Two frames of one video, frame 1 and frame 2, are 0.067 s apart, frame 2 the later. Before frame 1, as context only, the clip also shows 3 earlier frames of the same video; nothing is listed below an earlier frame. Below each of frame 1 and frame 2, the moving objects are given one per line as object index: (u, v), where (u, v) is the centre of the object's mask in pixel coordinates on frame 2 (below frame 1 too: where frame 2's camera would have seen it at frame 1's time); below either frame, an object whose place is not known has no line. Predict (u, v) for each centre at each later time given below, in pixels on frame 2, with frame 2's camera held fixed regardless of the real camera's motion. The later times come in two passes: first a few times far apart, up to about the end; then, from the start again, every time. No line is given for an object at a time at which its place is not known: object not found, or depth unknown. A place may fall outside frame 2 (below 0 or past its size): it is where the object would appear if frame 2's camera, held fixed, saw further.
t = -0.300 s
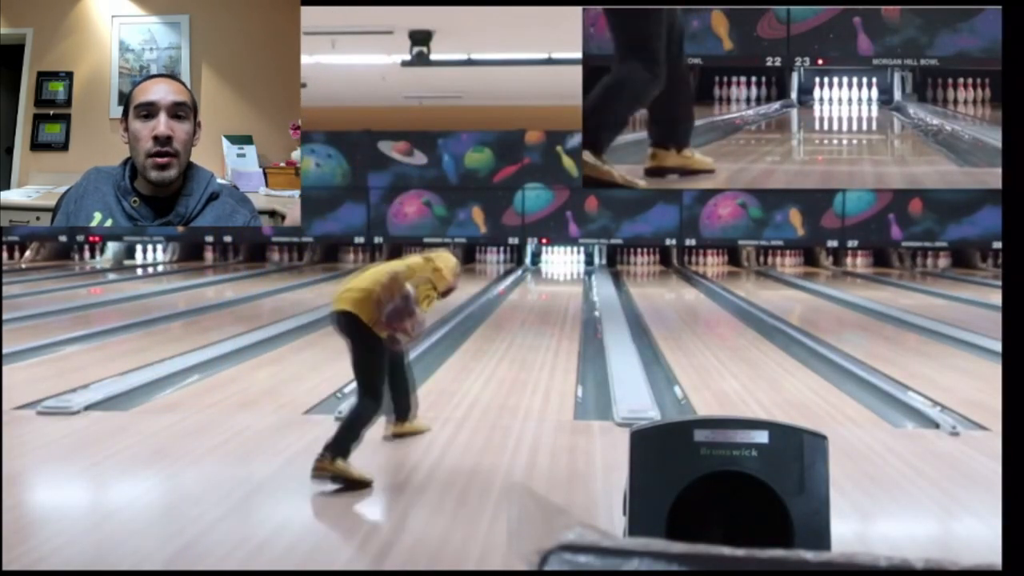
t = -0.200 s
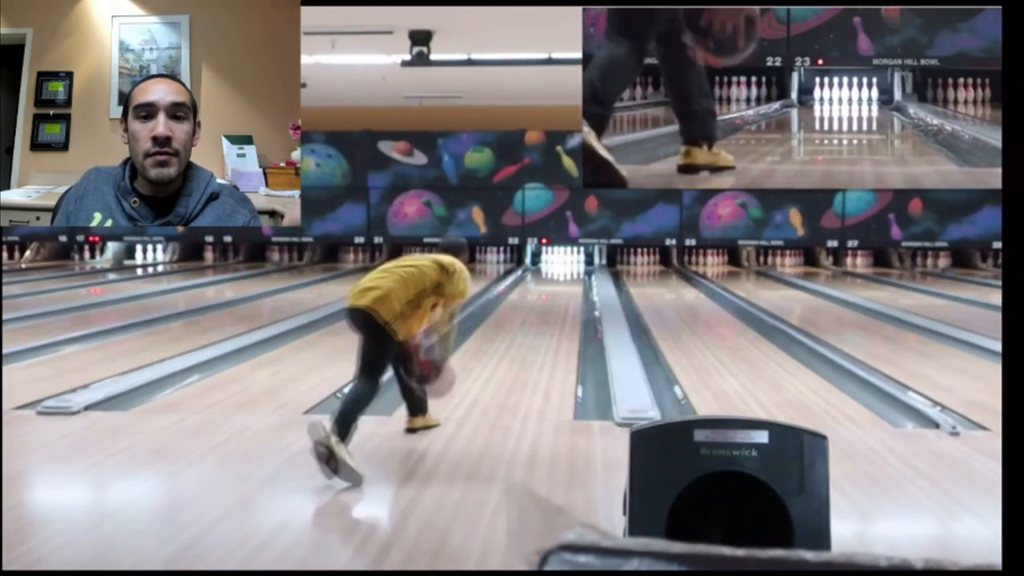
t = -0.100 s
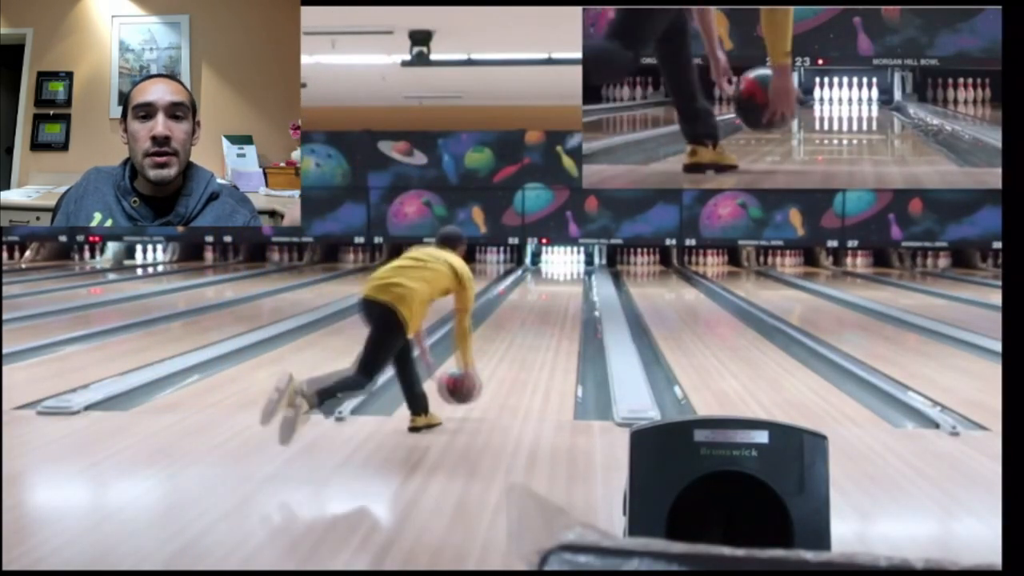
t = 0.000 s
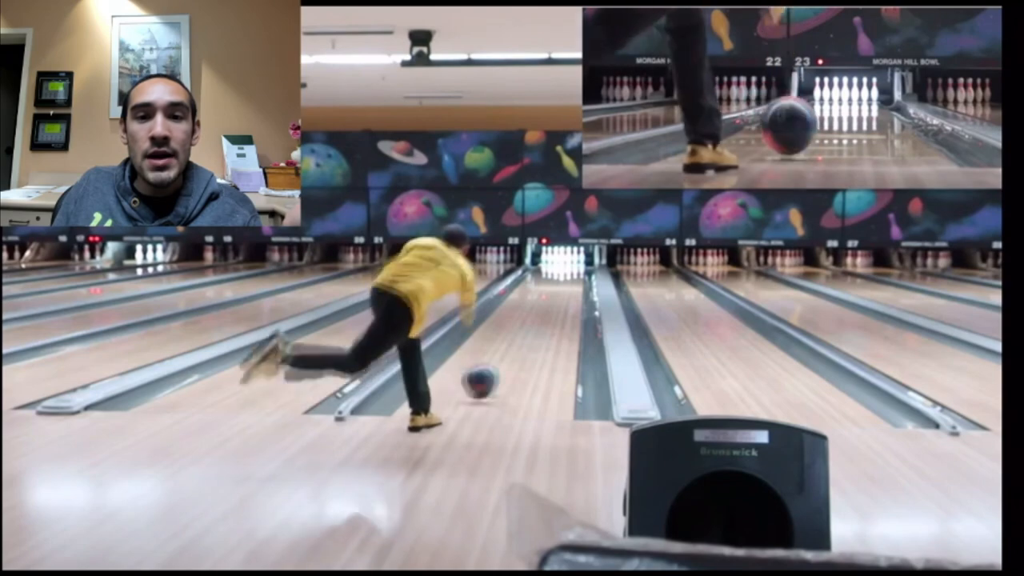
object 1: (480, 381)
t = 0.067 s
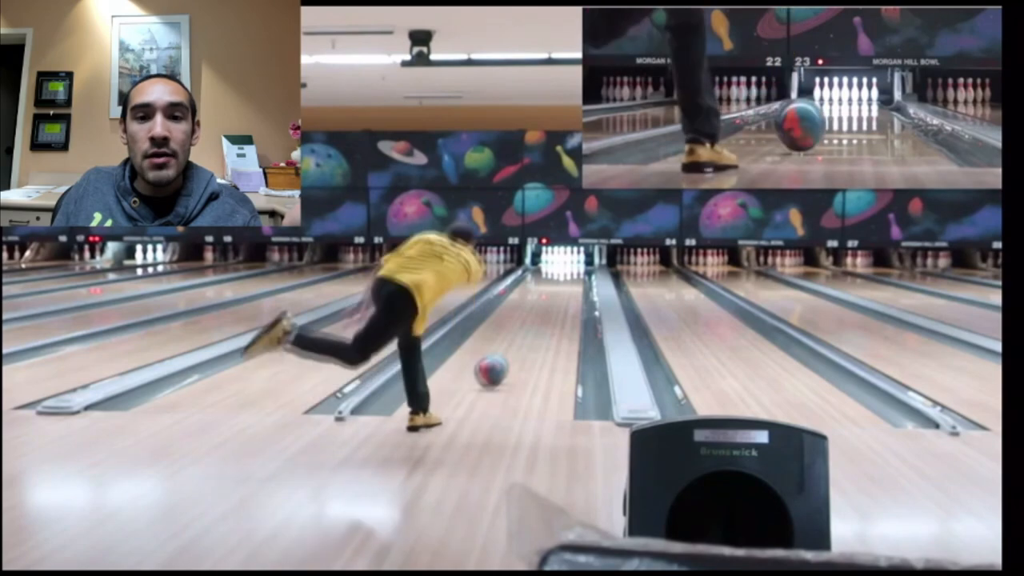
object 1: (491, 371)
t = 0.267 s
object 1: (516, 346)
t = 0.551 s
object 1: (540, 320)
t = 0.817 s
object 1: (553, 304)
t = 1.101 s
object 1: (564, 291)
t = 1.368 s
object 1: (570, 283)
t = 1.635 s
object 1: (576, 275)
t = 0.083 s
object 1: (492, 370)
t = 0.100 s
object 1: (496, 367)
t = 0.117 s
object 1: (498, 366)
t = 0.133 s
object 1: (501, 363)
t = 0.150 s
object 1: (503, 359)
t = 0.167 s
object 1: (505, 357)
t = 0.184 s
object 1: (507, 356)
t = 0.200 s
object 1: (509, 353)
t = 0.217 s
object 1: (511, 351)
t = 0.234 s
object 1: (513, 349)
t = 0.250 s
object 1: (514, 347)
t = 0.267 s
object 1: (516, 346)
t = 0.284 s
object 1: (518, 344)
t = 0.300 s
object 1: (520, 343)
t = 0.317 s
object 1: (522, 340)
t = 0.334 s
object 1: (523, 338)
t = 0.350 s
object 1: (524, 337)
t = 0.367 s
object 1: (526, 335)
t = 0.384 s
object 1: (528, 333)
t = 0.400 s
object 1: (529, 332)
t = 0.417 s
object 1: (530, 331)
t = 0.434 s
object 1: (531, 331)
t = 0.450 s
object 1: (532, 329)
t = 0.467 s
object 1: (534, 327)
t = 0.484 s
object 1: (536, 325)
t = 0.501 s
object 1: (536, 324)
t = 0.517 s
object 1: (538, 322)
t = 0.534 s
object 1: (539, 321)
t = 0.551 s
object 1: (540, 320)
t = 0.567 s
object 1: (540, 319)
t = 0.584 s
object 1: (541, 317)
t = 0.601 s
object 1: (543, 316)
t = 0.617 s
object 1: (544, 315)
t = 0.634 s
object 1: (545, 315)
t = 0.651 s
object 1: (545, 314)
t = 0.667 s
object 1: (546, 313)
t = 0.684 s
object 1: (547, 312)
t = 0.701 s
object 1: (548, 311)
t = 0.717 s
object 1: (549, 310)
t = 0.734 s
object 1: (550, 309)
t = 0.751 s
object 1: (551, 308)
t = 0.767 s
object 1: (551, 307)
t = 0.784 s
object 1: (552, 306)
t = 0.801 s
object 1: (553, 305)
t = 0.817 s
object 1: (553, 304)
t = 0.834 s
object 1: (554, 303)
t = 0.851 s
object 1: (555, 302)
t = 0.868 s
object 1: (555, 302)
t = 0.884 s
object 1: (556, 301)
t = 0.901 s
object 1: (557, 300)
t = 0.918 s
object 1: (558, 299)
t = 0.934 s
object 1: (559, 298)
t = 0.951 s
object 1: (559, 298)
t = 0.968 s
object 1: (560, 297)
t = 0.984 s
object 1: (560, 296)
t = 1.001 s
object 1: (561, 295)
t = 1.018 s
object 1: (561, 295)
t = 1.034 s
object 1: (562, 294)
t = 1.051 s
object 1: (563, 294)
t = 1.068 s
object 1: (563, 293)
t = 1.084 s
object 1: (564, 292)
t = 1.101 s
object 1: (564, 291)
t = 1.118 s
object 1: (564, 290)
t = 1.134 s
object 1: (565, 289)
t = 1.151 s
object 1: (565, 289)
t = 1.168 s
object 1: (566, 289)
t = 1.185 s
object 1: (566, 289)
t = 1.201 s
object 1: (566, 288)
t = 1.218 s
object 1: (567, 288)
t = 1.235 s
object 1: (568, 287)
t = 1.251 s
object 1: (568, 287)
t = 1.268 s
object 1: (568, 286)
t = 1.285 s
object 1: (569, 286)
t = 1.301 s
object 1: (569, 286)
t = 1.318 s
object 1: (570, 285)
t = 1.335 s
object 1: (570, 285)
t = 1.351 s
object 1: (570, 284)
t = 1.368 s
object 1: (570, 283)
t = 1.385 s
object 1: (571, 283)
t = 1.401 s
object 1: (571, 282)
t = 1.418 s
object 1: (571, 282)
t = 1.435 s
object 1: (572, 281)
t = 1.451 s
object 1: (572, 281)
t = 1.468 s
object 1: (572, 280)
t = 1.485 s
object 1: (572, 279)
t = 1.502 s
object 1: (572, 279)
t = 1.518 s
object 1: (572, 279)
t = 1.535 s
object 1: (573, 278)
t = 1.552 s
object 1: (573, 278)
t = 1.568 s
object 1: (575, 277)
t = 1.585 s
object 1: (574, 277)
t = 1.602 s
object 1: (575, 276)
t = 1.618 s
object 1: (575, 276)
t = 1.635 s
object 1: (576, 275)
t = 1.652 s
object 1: (575, 275)
